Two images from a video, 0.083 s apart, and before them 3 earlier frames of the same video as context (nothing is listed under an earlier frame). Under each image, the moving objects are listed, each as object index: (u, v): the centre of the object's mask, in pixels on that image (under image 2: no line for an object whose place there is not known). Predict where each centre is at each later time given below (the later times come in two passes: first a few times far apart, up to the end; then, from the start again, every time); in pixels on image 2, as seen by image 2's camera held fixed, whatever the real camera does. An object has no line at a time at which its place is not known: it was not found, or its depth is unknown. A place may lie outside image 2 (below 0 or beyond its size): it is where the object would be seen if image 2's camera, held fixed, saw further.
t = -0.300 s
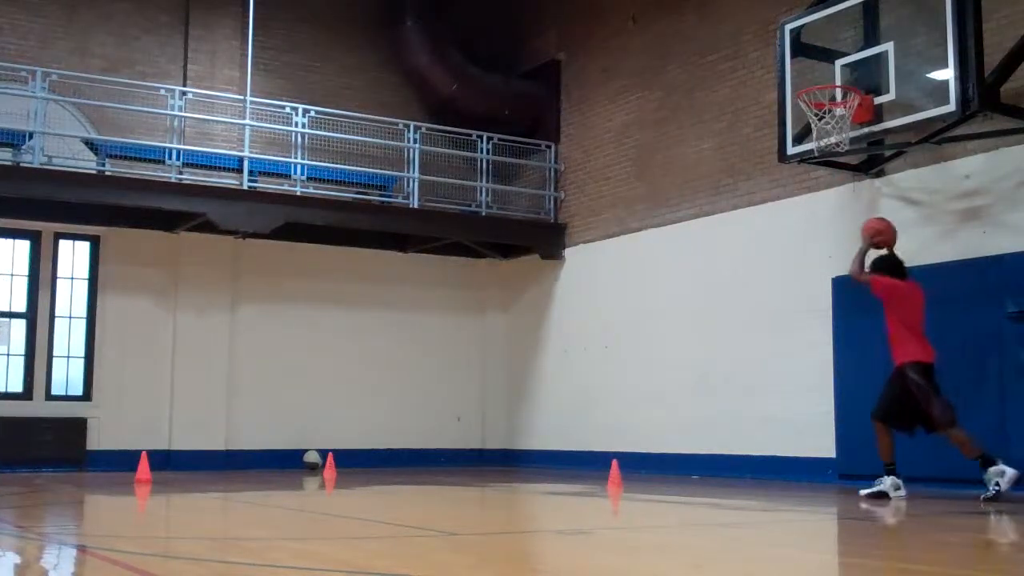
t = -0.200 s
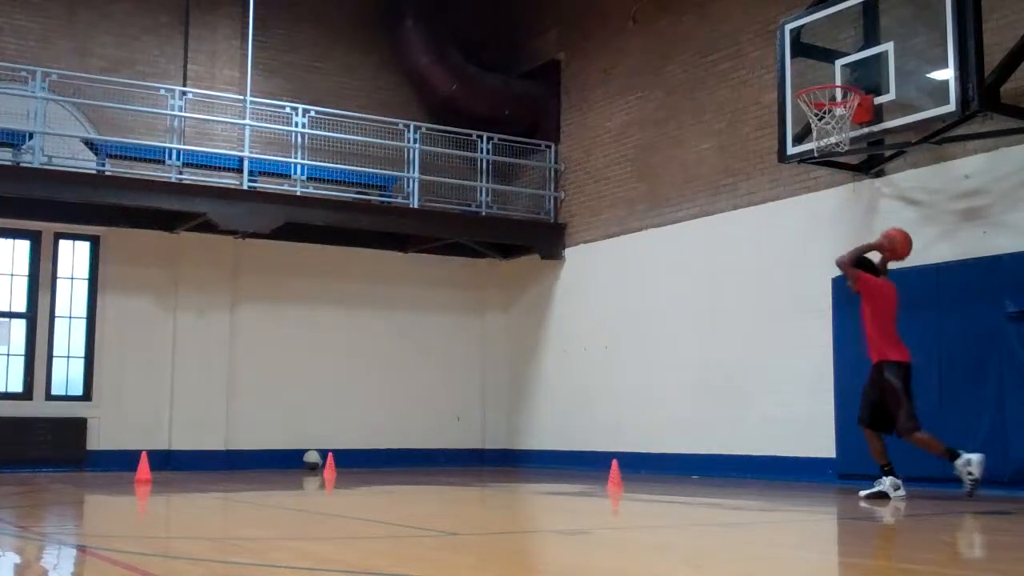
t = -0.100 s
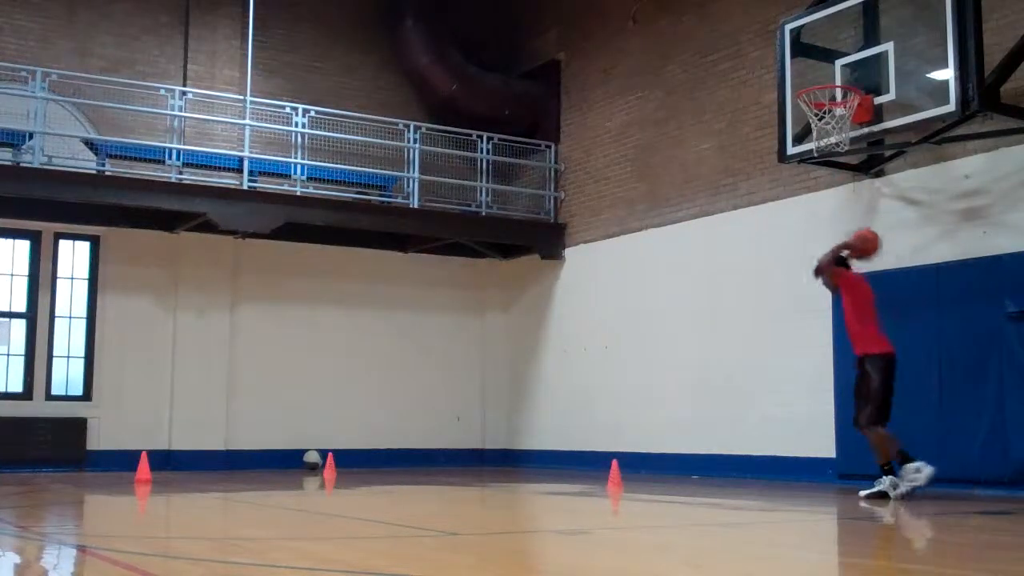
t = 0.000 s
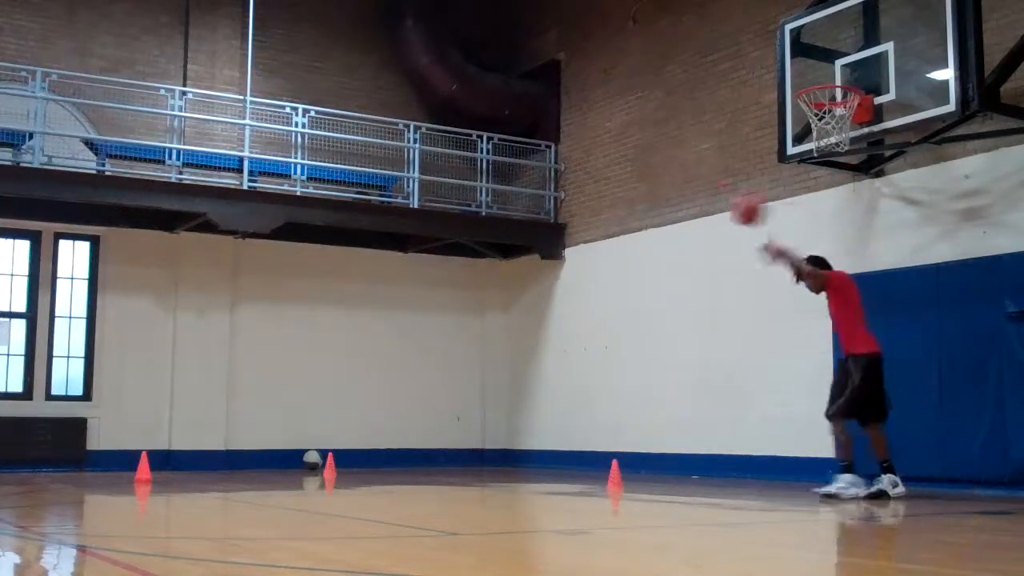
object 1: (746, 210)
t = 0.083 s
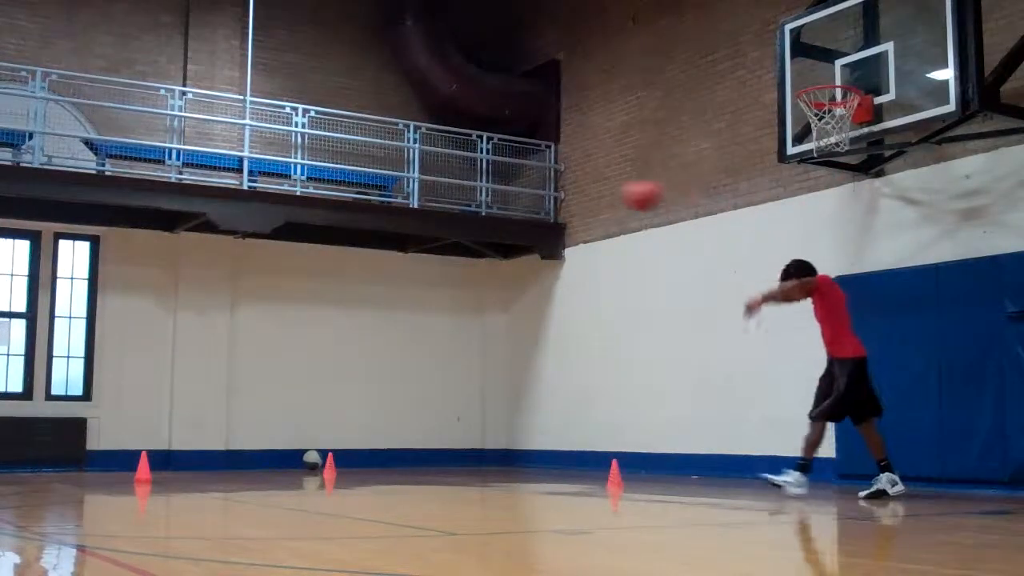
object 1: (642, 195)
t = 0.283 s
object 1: (411, 200)
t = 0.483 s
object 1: (208, 246)
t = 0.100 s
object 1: (621, 193)
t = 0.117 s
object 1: (598, 191)
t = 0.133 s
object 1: (579, 190)
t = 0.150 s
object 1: (560, 191)
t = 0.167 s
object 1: (539, 192)
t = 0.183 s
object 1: (521, 191)
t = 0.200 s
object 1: (501, 191)
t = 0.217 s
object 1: (483, 192)
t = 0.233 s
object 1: (466, 193)
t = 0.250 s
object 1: (447, 196)
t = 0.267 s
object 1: (430, 195)
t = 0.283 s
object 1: (411, 200)
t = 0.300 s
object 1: (392, 203)
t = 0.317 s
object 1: (374, 206)
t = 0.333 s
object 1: (357, 209)
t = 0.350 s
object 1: (339, 212)
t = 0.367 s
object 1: (323, 215)
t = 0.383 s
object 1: (306, 218)
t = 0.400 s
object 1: (289, 222)
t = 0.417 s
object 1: (274, 226)
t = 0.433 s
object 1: (256, 230)
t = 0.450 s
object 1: (240, 235)
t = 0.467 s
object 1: (225, 240)
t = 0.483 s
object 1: (208, 246)
